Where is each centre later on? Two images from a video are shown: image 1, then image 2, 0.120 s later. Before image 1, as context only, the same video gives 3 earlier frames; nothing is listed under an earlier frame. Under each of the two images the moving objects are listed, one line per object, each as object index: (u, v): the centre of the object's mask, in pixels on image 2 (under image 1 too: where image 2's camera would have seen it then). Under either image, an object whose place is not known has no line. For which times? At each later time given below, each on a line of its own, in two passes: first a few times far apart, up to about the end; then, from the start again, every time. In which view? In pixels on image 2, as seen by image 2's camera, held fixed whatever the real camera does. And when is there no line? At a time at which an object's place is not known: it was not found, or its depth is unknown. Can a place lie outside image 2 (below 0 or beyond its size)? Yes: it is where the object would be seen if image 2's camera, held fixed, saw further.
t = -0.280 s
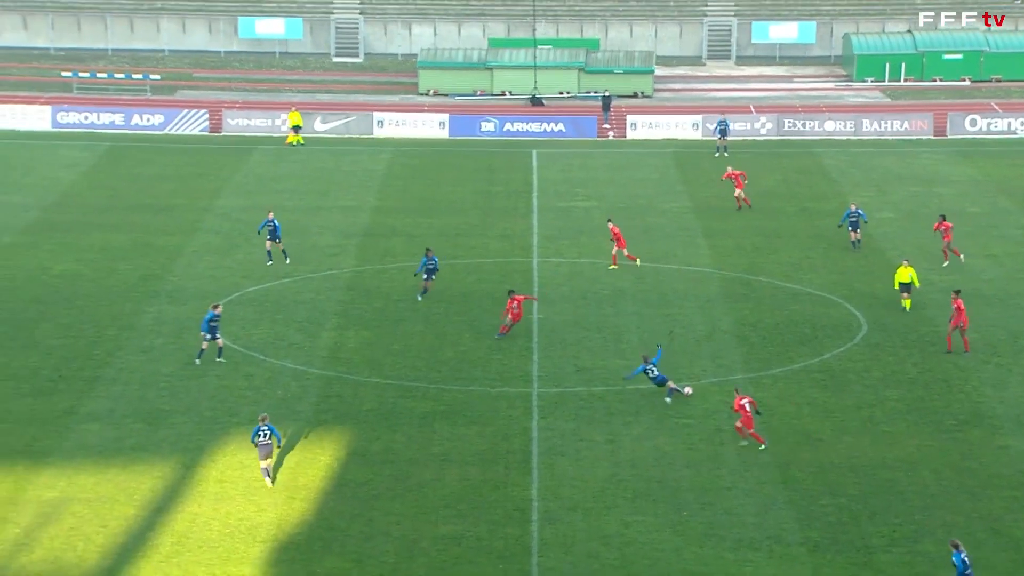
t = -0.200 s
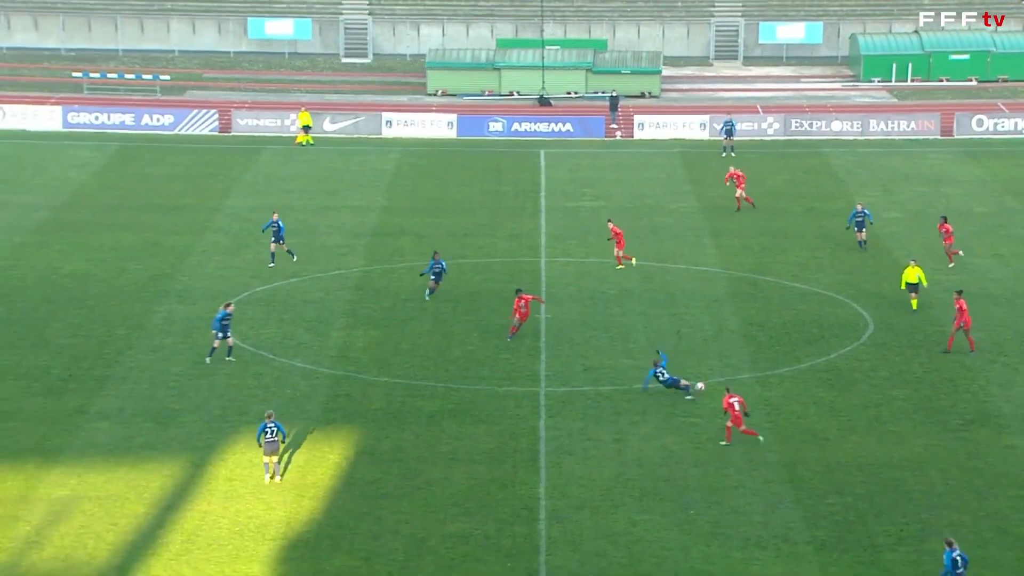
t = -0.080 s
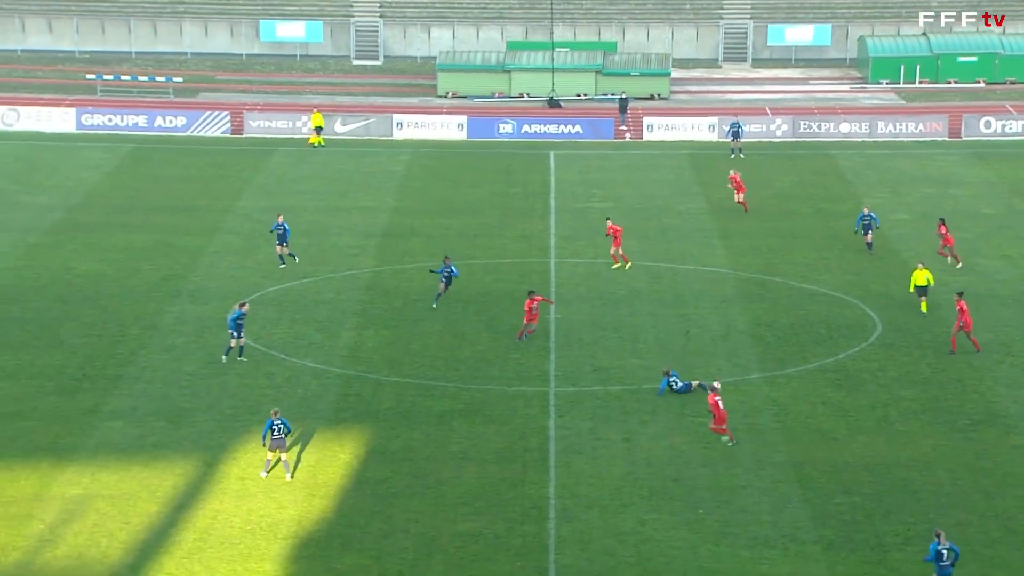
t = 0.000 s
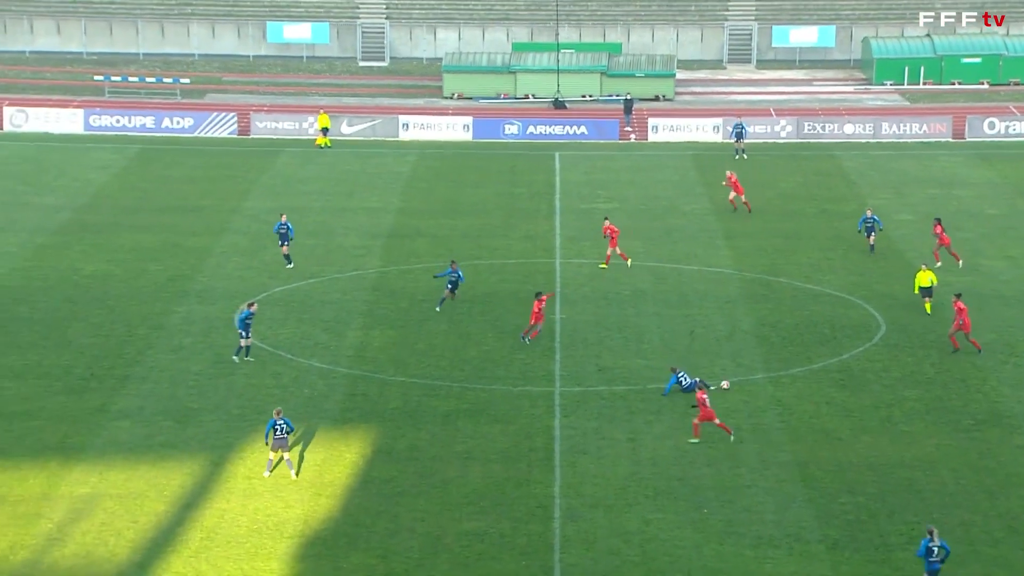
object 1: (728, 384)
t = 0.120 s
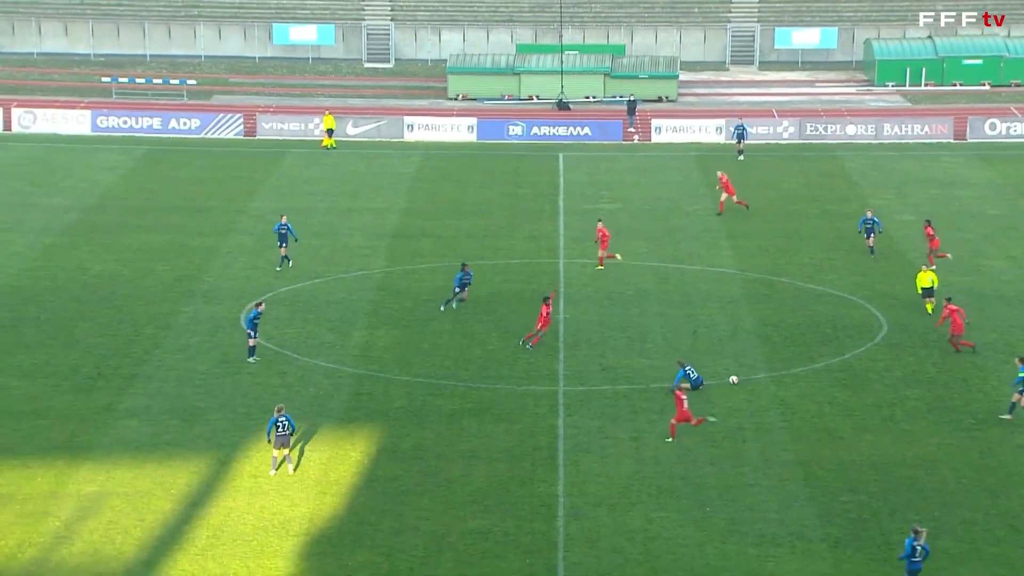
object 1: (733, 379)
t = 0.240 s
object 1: (739, 378)
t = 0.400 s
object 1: (745, 373)
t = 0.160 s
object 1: (735, 379)
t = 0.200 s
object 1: (737, 378)
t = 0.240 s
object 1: (739, 378)
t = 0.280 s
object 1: (740, 376)
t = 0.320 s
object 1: (742, 375)
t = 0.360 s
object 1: (743, 374)
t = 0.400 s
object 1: (745, 373)
